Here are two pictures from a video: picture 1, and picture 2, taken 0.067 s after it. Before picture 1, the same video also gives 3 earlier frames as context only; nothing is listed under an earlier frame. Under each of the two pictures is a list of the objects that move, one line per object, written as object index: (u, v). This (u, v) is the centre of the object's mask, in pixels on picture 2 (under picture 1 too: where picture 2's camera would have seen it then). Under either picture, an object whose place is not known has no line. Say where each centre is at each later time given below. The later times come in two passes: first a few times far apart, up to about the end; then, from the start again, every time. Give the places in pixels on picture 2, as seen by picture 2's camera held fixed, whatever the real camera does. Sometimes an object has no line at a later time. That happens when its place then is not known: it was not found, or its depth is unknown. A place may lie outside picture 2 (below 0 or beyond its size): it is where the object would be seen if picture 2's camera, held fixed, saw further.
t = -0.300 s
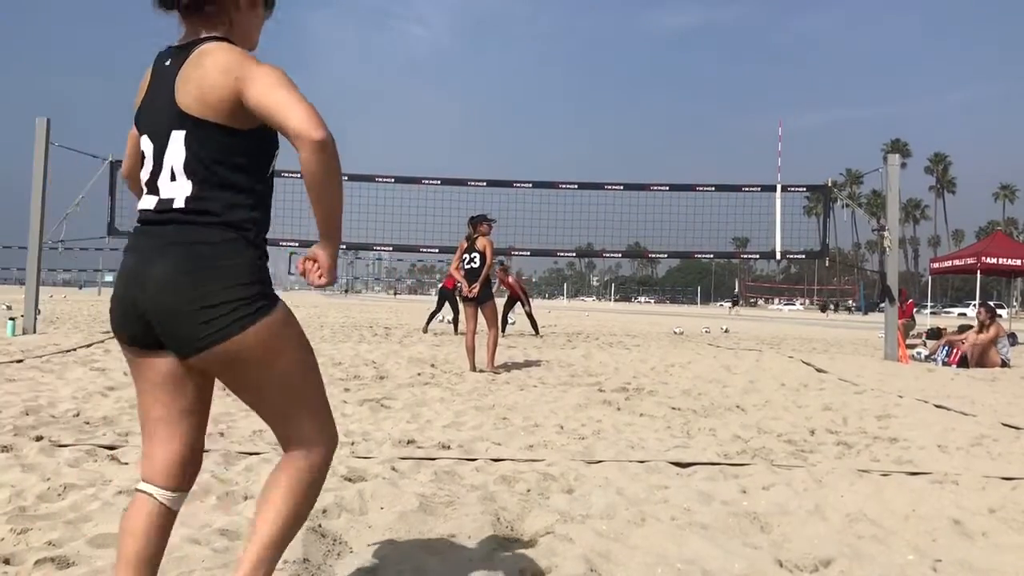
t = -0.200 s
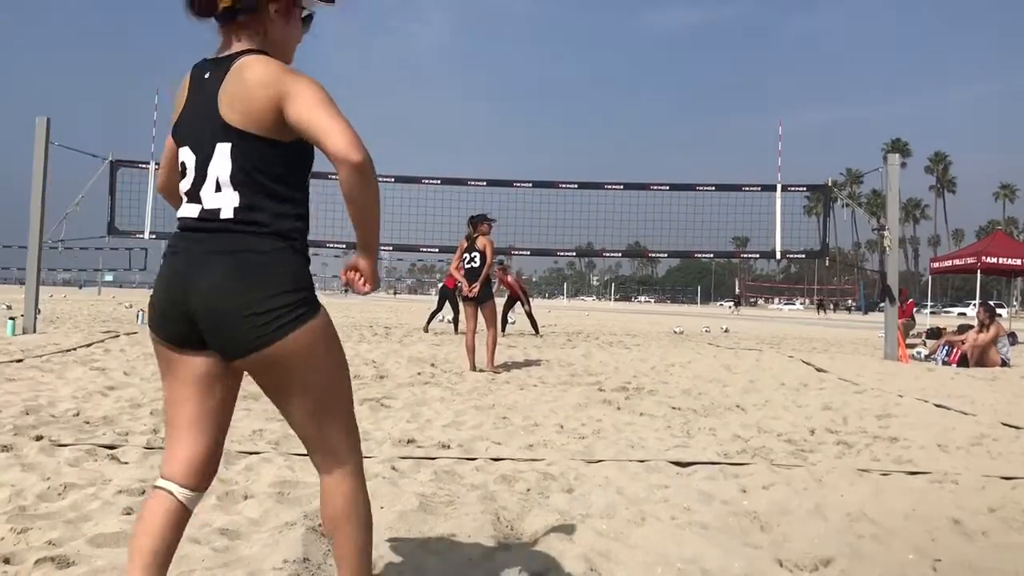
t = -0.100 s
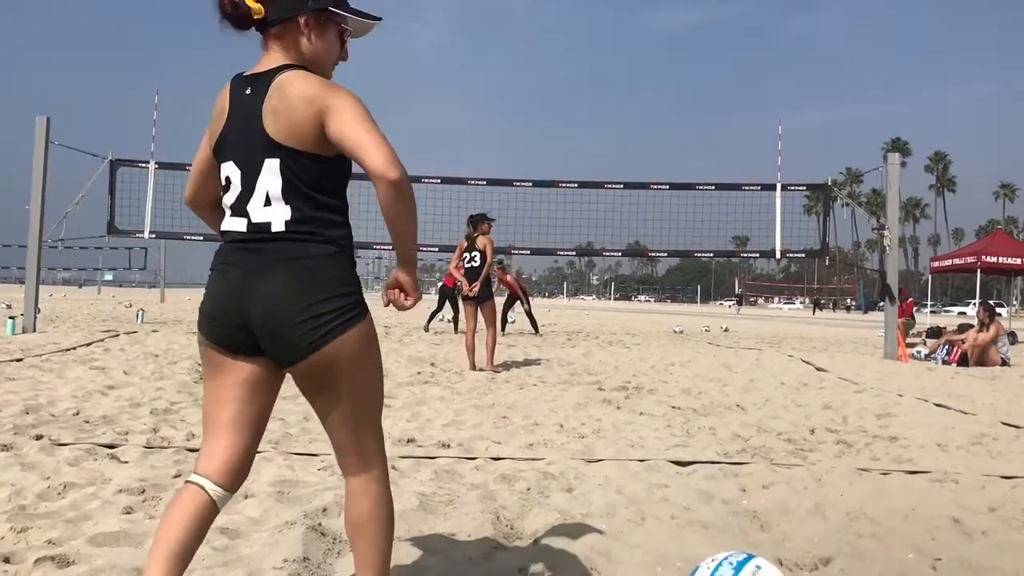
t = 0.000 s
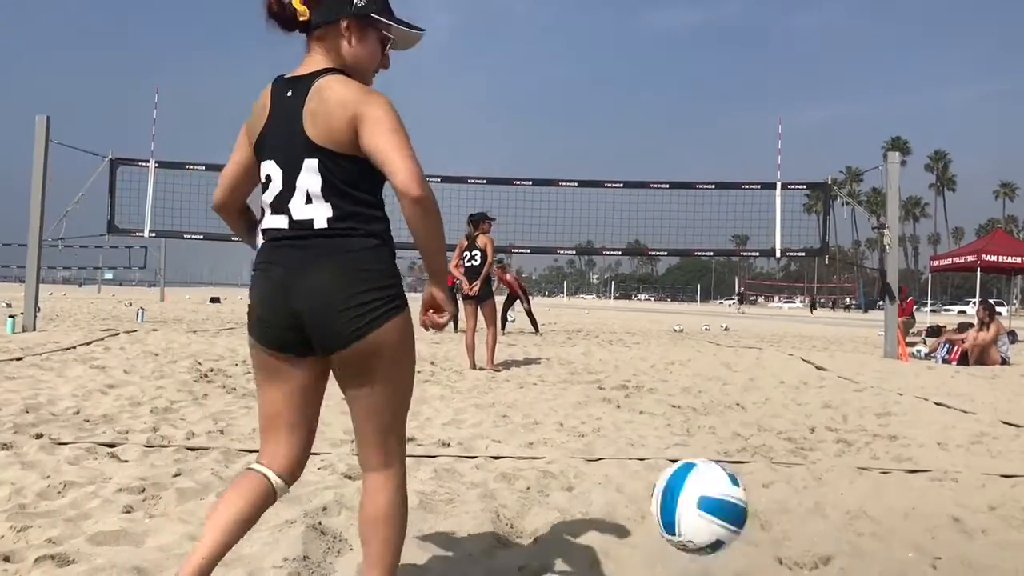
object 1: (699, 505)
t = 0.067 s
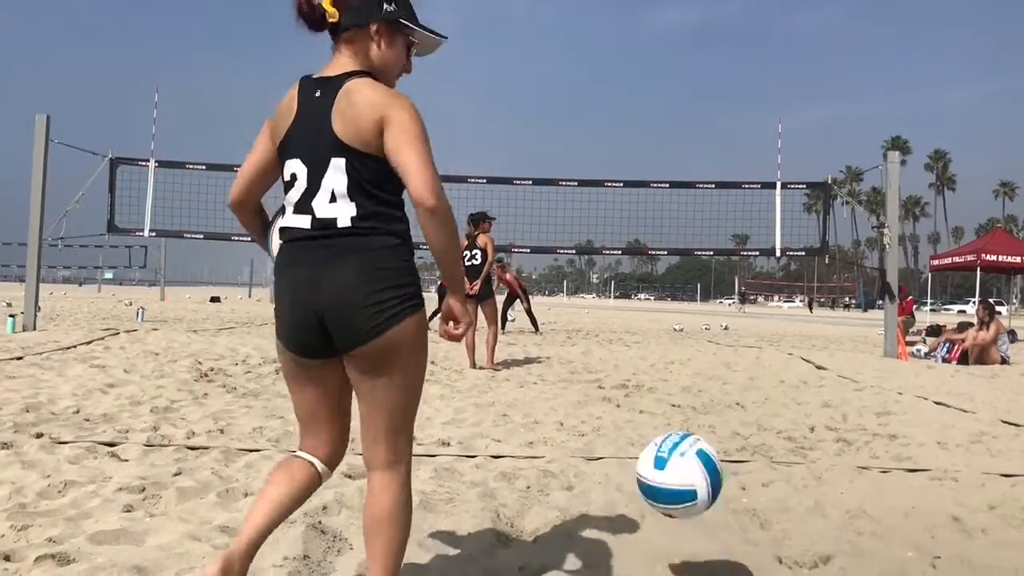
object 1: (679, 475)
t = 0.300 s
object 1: (634, 487)
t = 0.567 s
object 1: (606, 446)
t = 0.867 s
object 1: (588, 417)
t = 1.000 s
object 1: (585, 413)
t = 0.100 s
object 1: (671, 467)
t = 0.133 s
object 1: (663, 465)
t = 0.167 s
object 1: (656, 468)
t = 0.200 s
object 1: (650, 473)
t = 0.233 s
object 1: (644, 481)
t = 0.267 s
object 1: (639, 492)
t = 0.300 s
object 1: (634, 487)
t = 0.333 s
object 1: (629, 478)
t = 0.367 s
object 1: (625, 470)
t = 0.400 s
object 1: (621, 464)
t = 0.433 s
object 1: (617, 462)
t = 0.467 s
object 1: (614, 461)
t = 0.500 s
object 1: (611, 457)
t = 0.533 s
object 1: (609, 454)
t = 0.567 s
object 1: (606, 446)
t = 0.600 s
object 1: (604, 440)
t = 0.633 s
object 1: (601, 437)
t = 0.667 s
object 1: (599, 437)
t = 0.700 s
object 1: (596, 435)
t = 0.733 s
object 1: (594, 432)
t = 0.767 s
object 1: (592, 429)
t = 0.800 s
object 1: (590, 425)
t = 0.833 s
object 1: (589, 420)
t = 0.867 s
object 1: (588, 417)
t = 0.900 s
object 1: (588, 416)
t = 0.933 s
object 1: (587, 415)
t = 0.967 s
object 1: (586, 413)
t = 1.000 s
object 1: (585, 413)
